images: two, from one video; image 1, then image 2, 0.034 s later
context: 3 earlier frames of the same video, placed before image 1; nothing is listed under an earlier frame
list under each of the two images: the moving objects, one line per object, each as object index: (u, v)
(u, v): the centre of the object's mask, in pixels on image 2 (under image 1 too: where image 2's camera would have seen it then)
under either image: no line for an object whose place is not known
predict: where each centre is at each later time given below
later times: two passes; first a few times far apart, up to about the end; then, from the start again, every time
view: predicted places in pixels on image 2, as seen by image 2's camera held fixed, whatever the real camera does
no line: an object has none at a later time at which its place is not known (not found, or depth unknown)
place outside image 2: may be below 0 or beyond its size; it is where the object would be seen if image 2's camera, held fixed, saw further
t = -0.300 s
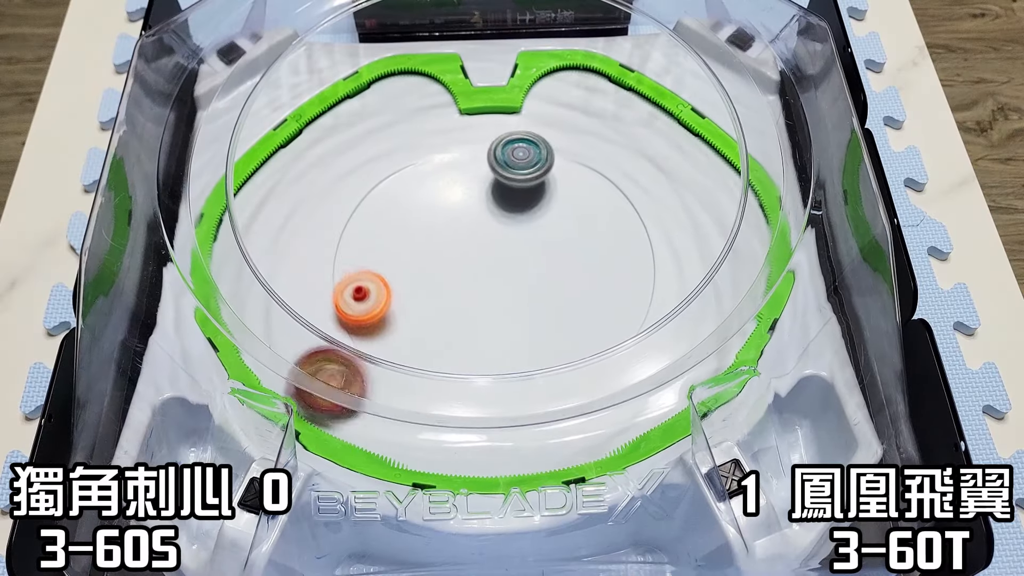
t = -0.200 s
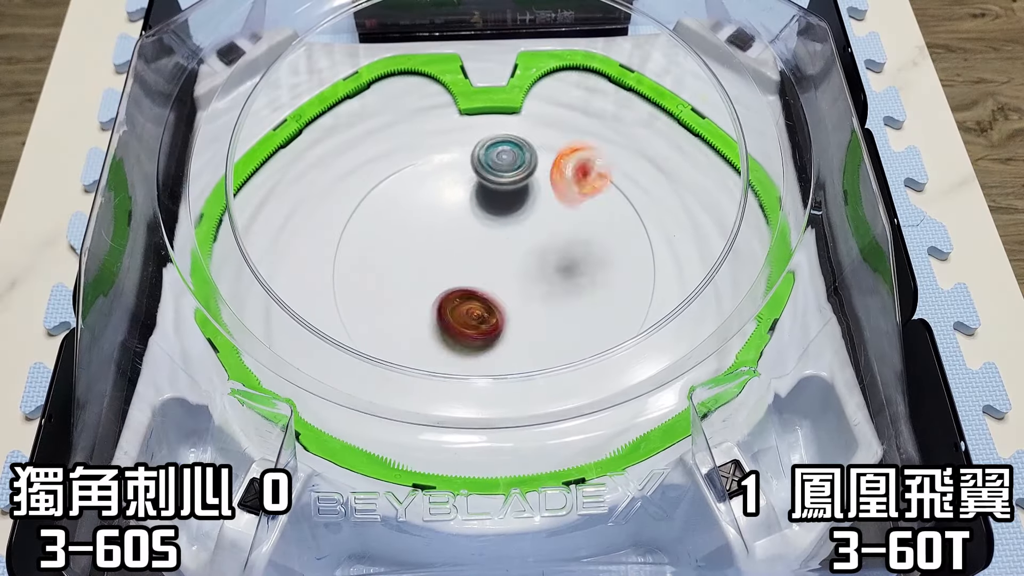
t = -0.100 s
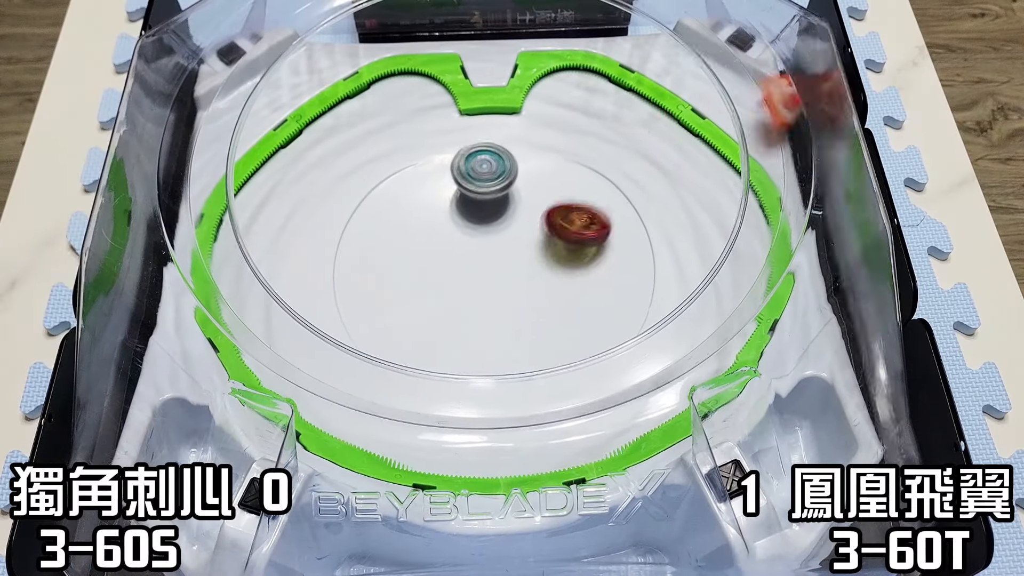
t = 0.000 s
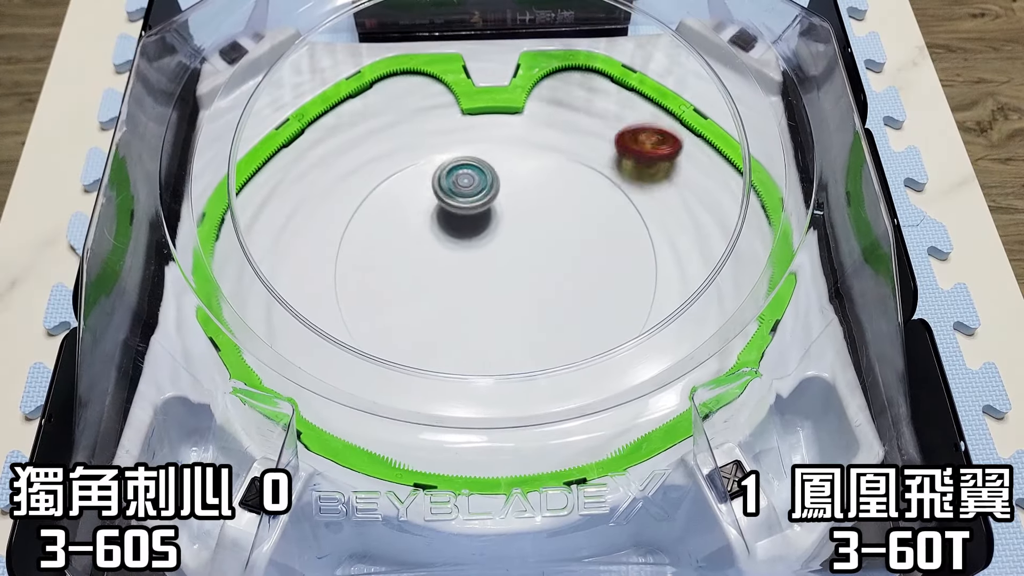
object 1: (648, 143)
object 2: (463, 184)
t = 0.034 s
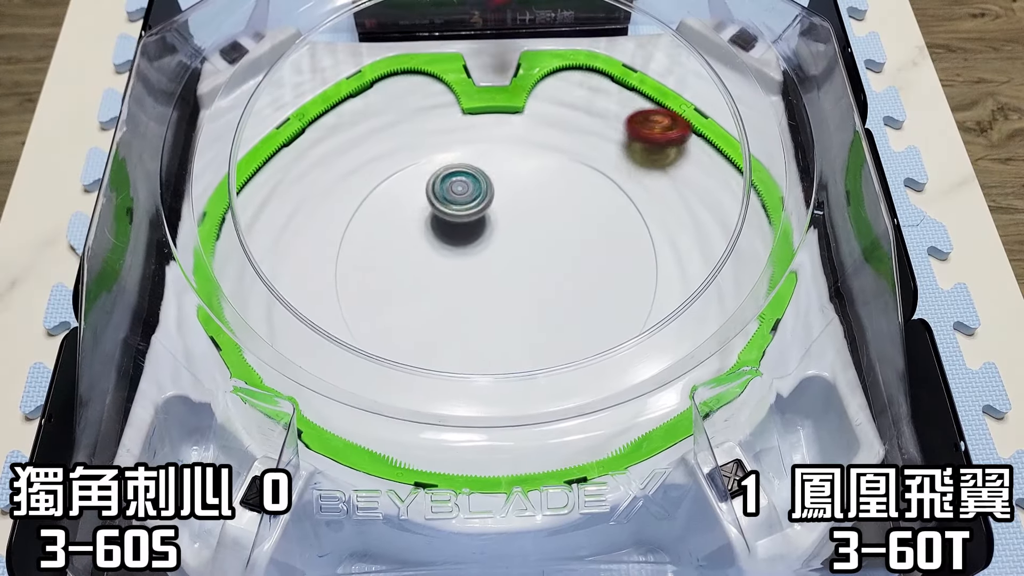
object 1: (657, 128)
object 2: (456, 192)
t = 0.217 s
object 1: (480, 193)
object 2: (443, 241)
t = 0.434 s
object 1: (337, 284)
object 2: (432, 317)
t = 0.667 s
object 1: (434, 385)
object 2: (501, 306)
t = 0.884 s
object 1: (721, 299)
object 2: (533, 266)
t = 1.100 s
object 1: (567, 96)
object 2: (519, 235)
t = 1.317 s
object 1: (598, 236)
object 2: (481, 238)
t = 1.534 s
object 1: (527, 354)
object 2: (464, 245)
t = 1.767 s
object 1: (440, 344)
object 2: (468, 249)
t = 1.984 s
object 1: (422, 323)
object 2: (506, 215)
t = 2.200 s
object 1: (453, 296)
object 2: (501, 210)
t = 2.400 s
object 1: (453, 293)
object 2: (497, 212)
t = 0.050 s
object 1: (645, 132)
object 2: (452, 197)
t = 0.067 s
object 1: (632, 136)
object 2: (450, 201)
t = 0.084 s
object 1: (616, 140)
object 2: (448, 205)
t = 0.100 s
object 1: (602, 144)
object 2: (446, 209)
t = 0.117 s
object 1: (587, 151)
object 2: (445, 214)
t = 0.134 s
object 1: (570, 155)
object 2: (444, 219)
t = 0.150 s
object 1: (554, 160)
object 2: (443, 223)
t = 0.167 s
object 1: (537, 168)
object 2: (441, 228)
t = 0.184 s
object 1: (516, 175)
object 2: (442, 232)
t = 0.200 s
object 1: (498, 183)
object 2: (442, 237)
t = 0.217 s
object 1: (480, 193)
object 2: (443, 241)
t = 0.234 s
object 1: (463, 197)
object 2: (441, 249)
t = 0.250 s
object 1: (446, 197)
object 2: (438, 259)
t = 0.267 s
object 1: (430, 199)
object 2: (435, 269)
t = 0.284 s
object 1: (414, 203)
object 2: (432, 278)
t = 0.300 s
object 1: (400, 211)
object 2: (431, 286)
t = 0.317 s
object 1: (385, 221)
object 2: (431, 293)
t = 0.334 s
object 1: (373, 225)
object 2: (431, 299)
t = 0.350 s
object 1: (366, 231)
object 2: (431, 305)
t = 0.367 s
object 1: (360, 240)
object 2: (432, 310)
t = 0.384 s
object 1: (354, 251)
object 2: (432, 313)
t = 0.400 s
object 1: (348, 263)
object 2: (435, 316)
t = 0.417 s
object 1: (342, 272)
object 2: (437, 318)
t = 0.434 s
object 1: (337, 284)
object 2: (432, 317)
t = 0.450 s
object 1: (334, 294)
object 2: (446, 320)
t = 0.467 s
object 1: (332, 301)
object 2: (441, 318)
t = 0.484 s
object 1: (326, 316)
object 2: (455, 321)
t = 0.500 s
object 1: (323, 327)
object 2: (460, 322)
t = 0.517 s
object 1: (325, 338)
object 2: (464, 322)
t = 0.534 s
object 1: (328, 348)
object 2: (468, 321)
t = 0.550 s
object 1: (324, 369)
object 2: (472, 321)
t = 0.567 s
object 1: (328, 378)
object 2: (466, 319)
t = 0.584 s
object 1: (336, 388)
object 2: (480, 318)
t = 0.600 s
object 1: (355, 390)
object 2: (484, 316)
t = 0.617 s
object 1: (373, 391)
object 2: (488, 314)
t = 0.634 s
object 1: (393, 390)
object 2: (492, 311)
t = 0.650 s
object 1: (414, 384)
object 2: (497, 309)
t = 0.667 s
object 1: (434, 385)
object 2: (501, 306)
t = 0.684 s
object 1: (457, 389)
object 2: (505, 303)
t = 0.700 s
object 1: (480, 386)
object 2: (508, 300)
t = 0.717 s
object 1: (503, 383)
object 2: (513, 296)
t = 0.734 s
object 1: (527, 381)
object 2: (517, 293)
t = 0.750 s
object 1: (550, 375)
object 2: (521, 289)
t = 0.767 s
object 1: (573, 368)
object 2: (524, 286)
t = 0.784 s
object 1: (597, 362)
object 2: (526, 282)
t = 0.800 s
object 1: (619, 354)
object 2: (529, 280)
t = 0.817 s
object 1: (640, 344)
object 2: (531, 276)
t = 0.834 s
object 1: (661, 334)
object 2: (531, 274)
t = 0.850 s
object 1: (682, 321)
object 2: (533, 271)
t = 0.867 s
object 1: (701, 311)
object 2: (533, 269)
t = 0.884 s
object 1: (721, 299)
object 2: (533, 266)
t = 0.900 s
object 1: (726, 279)
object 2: (533, 263)
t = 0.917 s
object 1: (726, 258)
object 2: (533, 260)
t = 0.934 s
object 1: (722, 237)
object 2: (533, 257)
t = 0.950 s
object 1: (713, 215)
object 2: (532, 254)
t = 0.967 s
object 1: (709, 195)
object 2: (531, 251)
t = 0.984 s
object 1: (702, 174)
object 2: (529, 248)
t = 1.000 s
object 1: (680, 159)
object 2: (527, 246)
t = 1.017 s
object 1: (658, 146)
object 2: (526, 243)
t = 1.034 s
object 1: (635, 133)
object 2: (524, 241)
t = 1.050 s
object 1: (611, 122)
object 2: (523, 239)
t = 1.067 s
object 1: (586, 110)
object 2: (522, 237)
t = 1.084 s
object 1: (564, 99)
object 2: (521, 236)
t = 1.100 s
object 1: (567, 96)
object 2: (519, 235)
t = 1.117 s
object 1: (572, 98)
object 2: (518, 236)
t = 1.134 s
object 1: (576, 113)
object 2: (516, 237)
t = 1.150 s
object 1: (580, 122)
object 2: (513, 237)
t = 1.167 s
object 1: (585, 131)
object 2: (510, 237)
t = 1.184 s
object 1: (589, 138)
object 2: (507, 238)
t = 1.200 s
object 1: (592, 146)
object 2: (504, 238)
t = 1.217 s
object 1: (593, 156)
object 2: (500, 238)
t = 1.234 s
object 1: (596, 168)
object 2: (496, 238)
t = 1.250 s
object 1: (597, 180)
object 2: (493, 238)
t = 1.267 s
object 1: (598, 194)
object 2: (489, 238)
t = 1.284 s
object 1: (598, 208)
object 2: (486, 238)
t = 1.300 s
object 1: (599, 222)
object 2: (483, 238)
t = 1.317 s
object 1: (598, 236)
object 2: (481, 238)
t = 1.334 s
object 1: (598, 250)
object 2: (478, 238)
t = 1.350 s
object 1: (596, 264)
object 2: (476, 238)
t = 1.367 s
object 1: (594, 278)
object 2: (473, 238)
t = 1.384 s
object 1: (591, 291)
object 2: (472, 239)
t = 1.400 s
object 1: (587, 303)
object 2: (469, 239)
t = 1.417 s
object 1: (581, 314)
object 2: (468, 240)
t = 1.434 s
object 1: (574, 325)
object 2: (467, 241)
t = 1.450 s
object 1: (567, 333)
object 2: (465, 242)
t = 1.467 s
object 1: (559, 338)
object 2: (464, 242)
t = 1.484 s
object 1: (550, 344)
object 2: (464, 243)
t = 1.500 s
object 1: (542, 348)
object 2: (464, 244)
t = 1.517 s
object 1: (534, 351)
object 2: (464, 245)
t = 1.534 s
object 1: (527, 354)
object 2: (464, 245)
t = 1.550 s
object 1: (518, 356)
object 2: (464, 245)
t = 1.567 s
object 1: (511, 358)
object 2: (464, 246)
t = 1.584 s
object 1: (503, 359)
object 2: (463, 246)
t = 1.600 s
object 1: (495, 359)
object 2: (463, 247)
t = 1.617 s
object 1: (488, 360)
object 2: (463, 248)
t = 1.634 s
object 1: (482, 359)
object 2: (463, 248)
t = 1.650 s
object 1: (475, 358)
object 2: (463, 248)
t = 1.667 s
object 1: (468, 357)
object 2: (464, 248)
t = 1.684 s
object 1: (463, 355)
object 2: (464, 249)
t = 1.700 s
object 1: (458, 354)
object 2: (465, 249)
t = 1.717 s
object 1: (452, 351)
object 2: (465, 250)
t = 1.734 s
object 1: (449, 349)
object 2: (466, 250)
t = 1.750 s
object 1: (444, 348)
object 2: (466, 250)
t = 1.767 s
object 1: (440, 344)
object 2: (468, 249)
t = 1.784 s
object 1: (434, 344)
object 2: (473, 245)
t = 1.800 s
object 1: (428, 344)
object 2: (480, 241)
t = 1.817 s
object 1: (425, 343)
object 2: (485, 236)
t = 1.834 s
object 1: (421, 343)
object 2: (491, 232)
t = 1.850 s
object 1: (418, 342)
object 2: (496, 228)
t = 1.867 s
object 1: (417, 341)
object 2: (500, 225)
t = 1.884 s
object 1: (415, 339)
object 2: (503, 223)
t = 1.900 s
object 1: (415, 338)
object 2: (505, 221)
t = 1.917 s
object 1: (416, 336)
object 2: (506, 219)
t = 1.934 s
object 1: (416, 334)
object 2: (507, 218)
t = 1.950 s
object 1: (418, 330)
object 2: (507, 217)
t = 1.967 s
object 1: (420, 327)
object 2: (506, 216)
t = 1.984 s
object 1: (422, 323)
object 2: (506, 215)
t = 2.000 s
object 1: (423, 320)
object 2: (505, 214)
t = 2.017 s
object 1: (425, 316)
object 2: (505, 213)
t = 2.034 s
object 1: (427, 312)
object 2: (505, 213)
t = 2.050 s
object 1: (430, 309)
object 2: (504, 212)
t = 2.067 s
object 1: (433, 307)
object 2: (504, 212)
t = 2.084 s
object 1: (436, 305)
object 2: (504, 211)
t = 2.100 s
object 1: (440, 303)
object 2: (503, 211)
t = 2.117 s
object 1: (444, 301)
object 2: (503, 211)
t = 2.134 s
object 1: (447, 300)
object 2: (503, 210)
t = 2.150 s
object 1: (450, 299)
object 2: (502, 210)
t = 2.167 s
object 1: (451, 298)
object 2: (502, 210)
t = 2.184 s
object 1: (452, 297)
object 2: (501, 210)
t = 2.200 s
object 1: (453, 296)
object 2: (501, 210)
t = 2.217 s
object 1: (453, 295)
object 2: (501, 210)
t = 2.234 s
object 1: (453, 294)
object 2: (500, 211)
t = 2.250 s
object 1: (453, 293)
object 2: (500, 211)
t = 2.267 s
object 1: (453, 293)
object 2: (499, 211)
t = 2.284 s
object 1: (453, 293)
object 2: (499, 211)
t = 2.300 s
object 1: (453, 293)
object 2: (499, 211)
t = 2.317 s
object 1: (453, 293)
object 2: (498, 212)
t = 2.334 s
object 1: (453, 293)
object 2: (498, 212)
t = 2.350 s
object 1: (453, 293)
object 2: (498, 212)
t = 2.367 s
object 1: (453, 293)
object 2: (498, 212)
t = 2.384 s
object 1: (453, 293)
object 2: (497, 212)
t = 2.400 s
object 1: (453, 293)
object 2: (497, 212)
